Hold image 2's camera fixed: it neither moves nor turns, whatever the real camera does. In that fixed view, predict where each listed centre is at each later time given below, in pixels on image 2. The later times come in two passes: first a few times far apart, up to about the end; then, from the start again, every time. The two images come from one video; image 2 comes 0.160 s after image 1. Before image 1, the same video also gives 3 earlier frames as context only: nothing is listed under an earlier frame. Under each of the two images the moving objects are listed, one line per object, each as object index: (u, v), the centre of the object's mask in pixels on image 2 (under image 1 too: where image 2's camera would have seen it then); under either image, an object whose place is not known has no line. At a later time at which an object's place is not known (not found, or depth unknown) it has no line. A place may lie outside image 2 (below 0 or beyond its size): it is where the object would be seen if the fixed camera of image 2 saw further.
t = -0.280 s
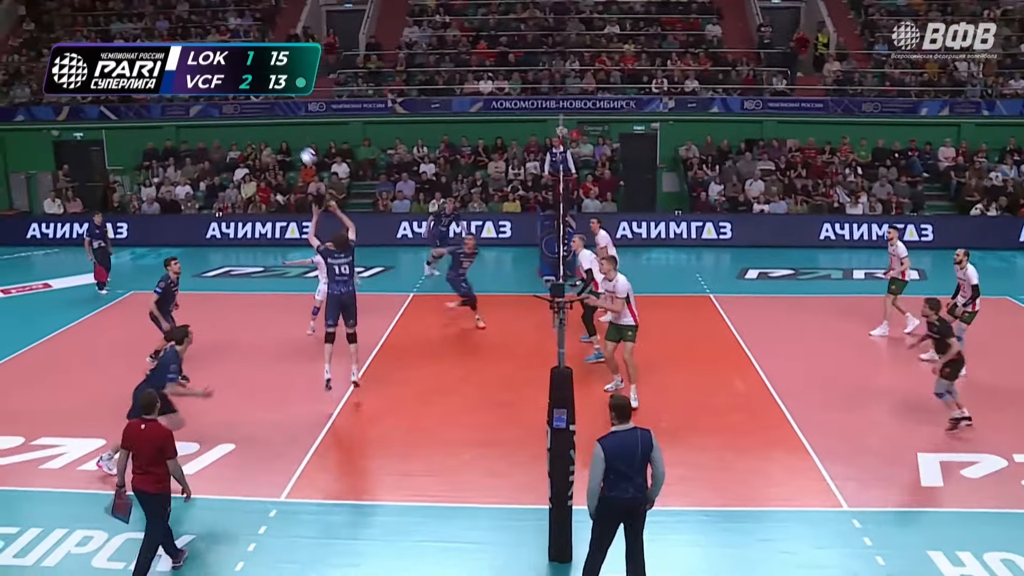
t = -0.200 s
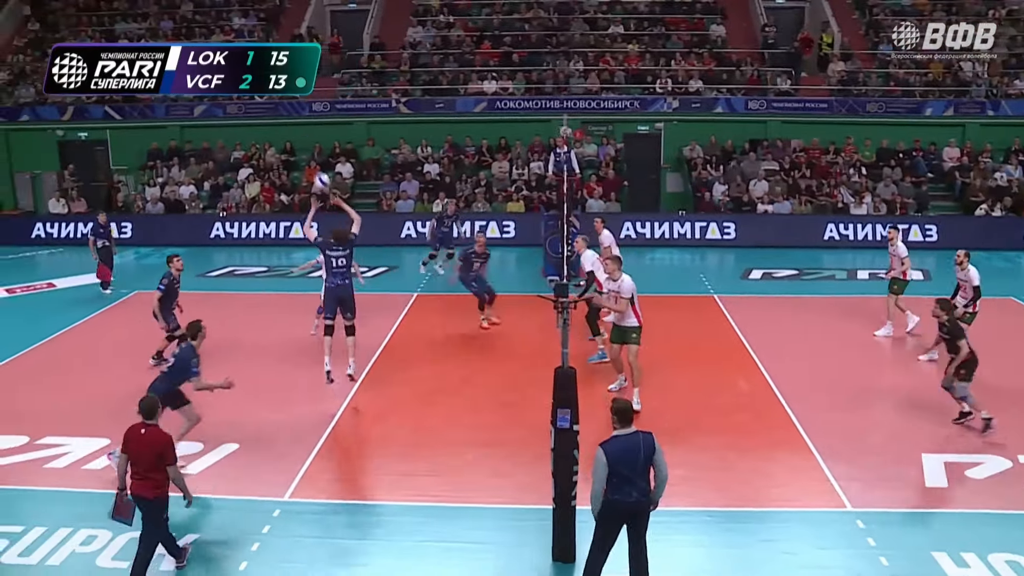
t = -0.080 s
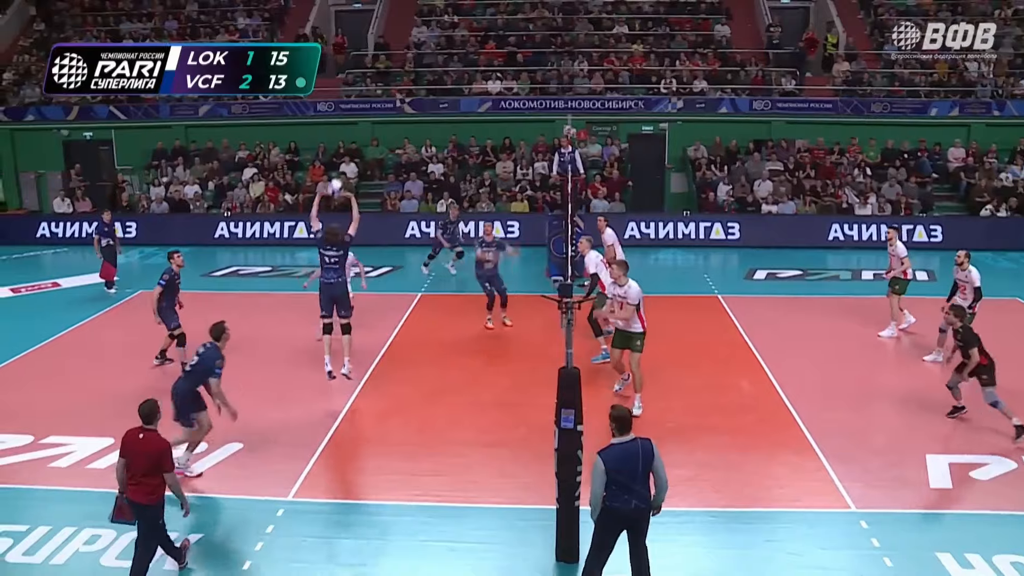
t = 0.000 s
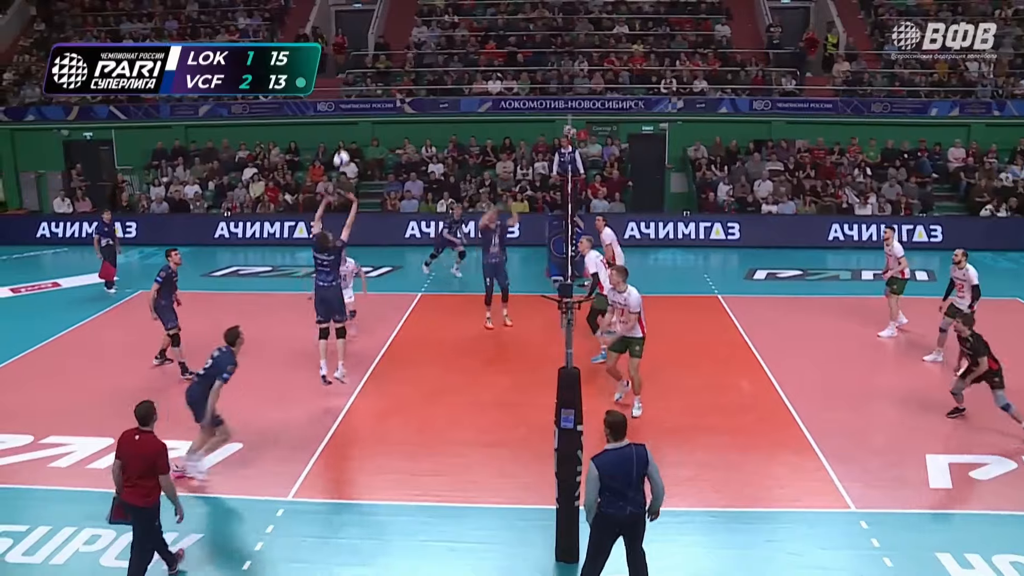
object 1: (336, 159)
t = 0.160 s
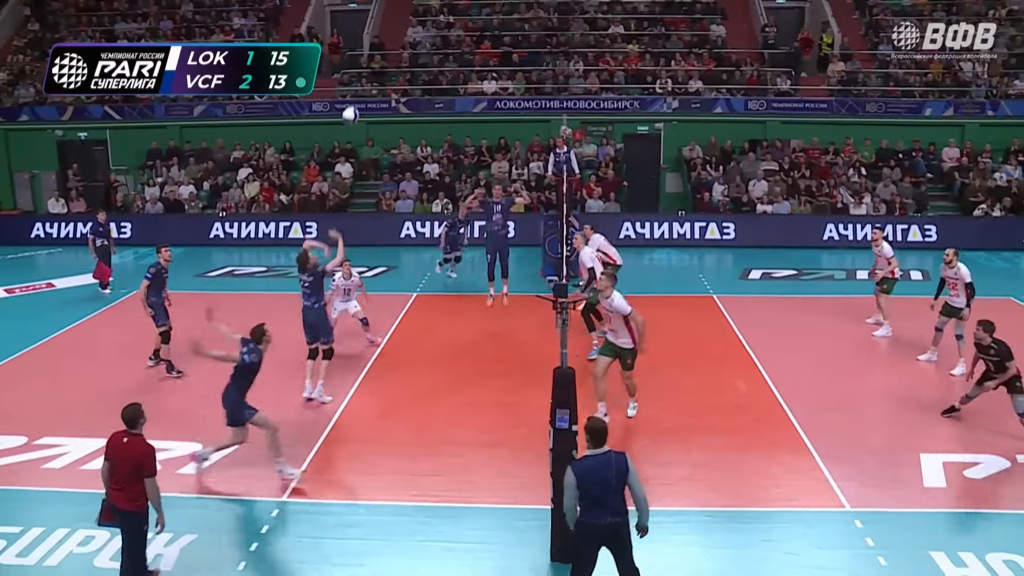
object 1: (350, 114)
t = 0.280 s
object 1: (361, 93)
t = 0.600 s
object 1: (395, 92)
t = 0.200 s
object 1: (354, 105)
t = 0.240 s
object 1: (357, 99)
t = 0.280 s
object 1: (361, 93)
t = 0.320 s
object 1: (365, 88)
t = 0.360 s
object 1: (369, 85)
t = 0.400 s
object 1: (373, 83)
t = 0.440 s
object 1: (377, 82)
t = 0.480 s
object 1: (382, 83)
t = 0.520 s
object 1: (386, 84)
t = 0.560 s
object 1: (391, 87)
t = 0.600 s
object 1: (395, 92)
